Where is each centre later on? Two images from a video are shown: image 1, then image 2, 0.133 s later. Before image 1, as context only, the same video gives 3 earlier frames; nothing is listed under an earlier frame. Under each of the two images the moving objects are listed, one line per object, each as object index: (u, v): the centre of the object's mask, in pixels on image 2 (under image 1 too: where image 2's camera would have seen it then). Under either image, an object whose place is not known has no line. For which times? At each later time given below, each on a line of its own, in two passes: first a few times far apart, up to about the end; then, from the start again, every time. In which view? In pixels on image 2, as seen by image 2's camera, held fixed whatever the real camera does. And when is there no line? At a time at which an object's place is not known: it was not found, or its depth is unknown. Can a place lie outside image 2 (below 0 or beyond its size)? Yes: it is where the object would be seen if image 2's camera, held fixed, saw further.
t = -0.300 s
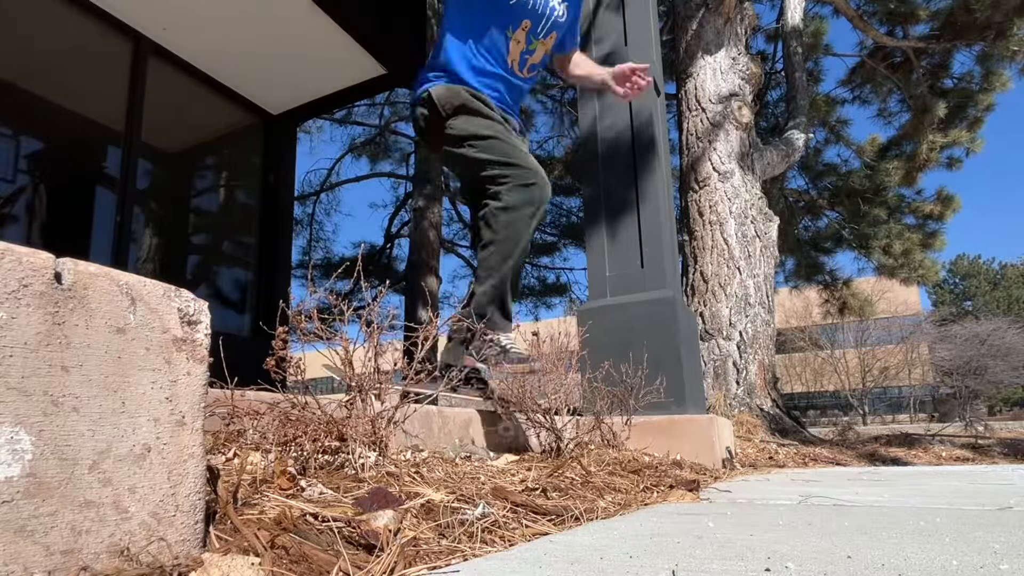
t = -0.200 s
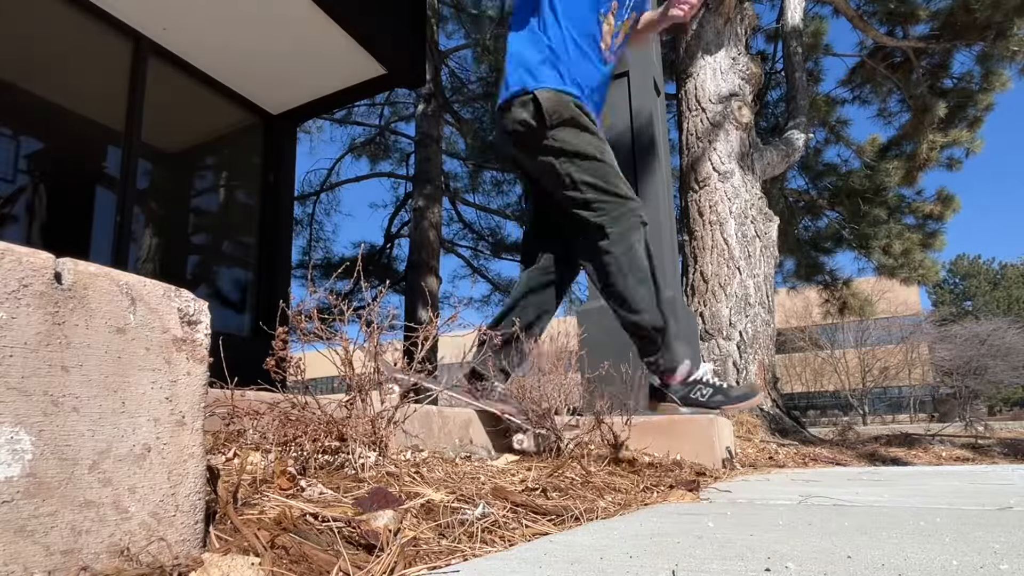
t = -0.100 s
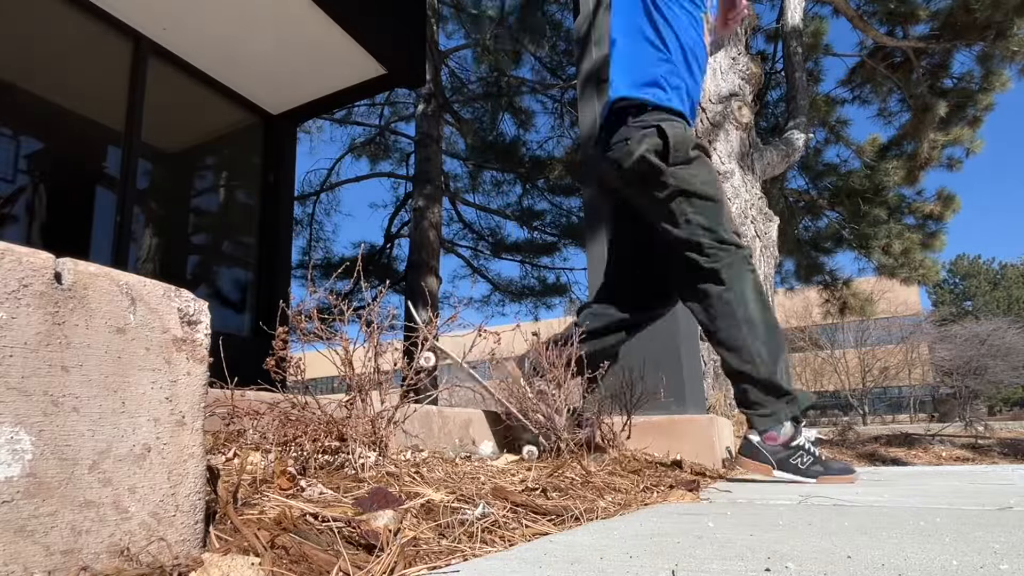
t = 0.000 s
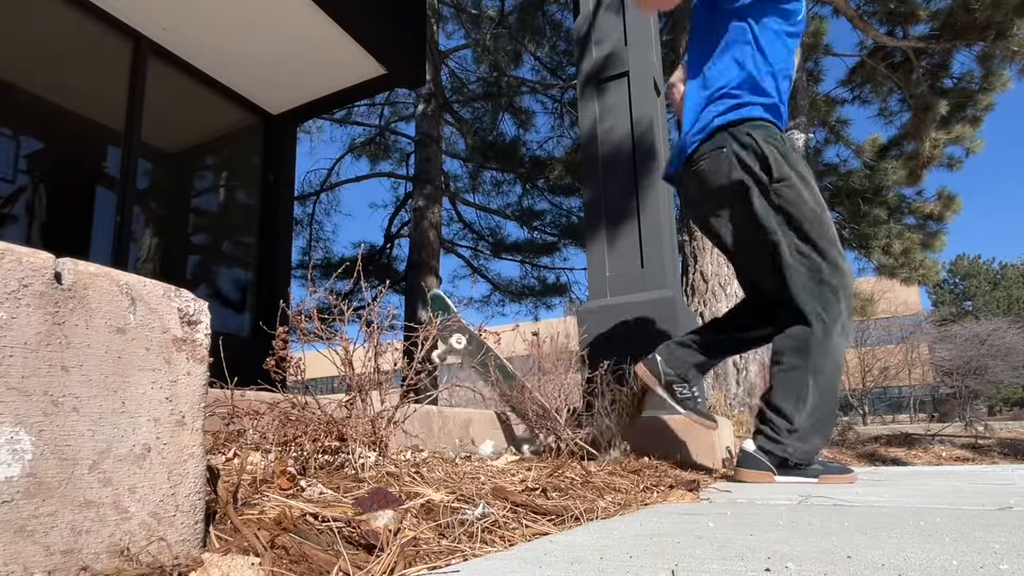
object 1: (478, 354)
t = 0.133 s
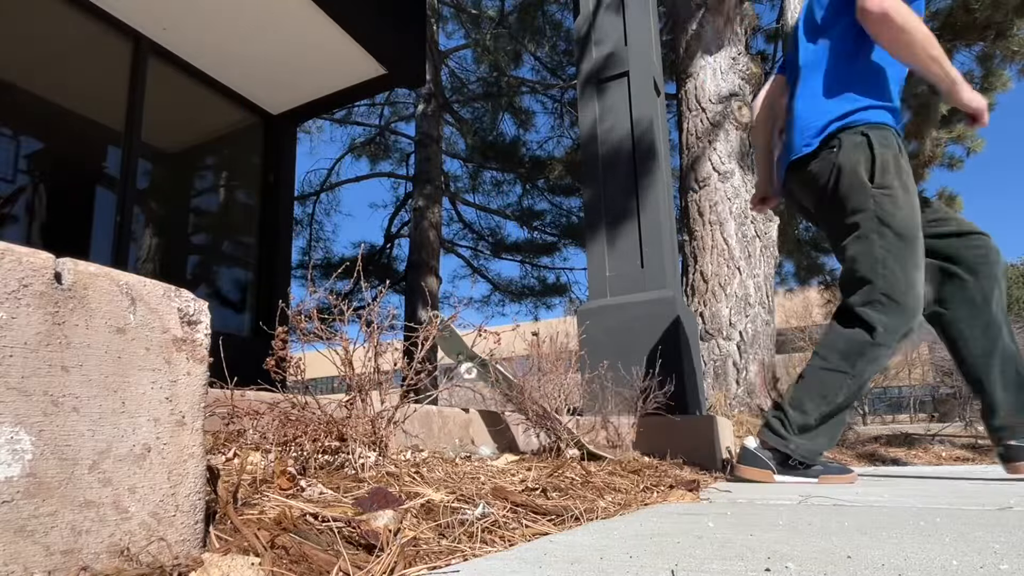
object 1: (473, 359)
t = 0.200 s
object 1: (469, 389)
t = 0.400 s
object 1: (511, 416)
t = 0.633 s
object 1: (515, 425)
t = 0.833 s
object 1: (517, 425)
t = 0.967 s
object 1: (515, 426)
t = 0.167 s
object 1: (467, 371)
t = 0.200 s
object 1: (469, 389)
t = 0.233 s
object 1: (466, 394)
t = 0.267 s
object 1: (466, 396)
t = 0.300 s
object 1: (468, 400)
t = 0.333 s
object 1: (477, 400)
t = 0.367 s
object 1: (512, 418)
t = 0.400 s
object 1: (511, 416)
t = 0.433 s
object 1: (510, 420)
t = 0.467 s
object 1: (508, 421)
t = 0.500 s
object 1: (506, 423)
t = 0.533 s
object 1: (507, 425)
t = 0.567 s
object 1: (511, 425)
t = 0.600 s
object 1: (513, 426)
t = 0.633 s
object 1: (515, 425)
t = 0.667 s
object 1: (515, 426)
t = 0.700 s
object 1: (516, 425)
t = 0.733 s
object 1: (517, 425)
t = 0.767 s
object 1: (518, 425)
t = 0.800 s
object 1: (517, 425)
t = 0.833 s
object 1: (517, 425)
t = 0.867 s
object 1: (517, 425)
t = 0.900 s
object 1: (516, 425)
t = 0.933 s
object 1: (515, 426)
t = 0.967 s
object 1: (515, 426)
